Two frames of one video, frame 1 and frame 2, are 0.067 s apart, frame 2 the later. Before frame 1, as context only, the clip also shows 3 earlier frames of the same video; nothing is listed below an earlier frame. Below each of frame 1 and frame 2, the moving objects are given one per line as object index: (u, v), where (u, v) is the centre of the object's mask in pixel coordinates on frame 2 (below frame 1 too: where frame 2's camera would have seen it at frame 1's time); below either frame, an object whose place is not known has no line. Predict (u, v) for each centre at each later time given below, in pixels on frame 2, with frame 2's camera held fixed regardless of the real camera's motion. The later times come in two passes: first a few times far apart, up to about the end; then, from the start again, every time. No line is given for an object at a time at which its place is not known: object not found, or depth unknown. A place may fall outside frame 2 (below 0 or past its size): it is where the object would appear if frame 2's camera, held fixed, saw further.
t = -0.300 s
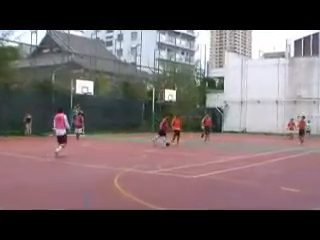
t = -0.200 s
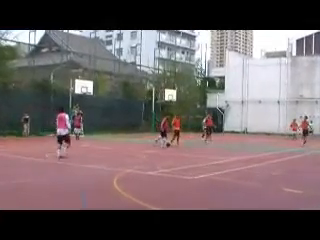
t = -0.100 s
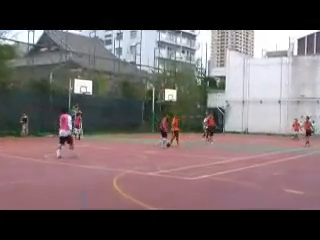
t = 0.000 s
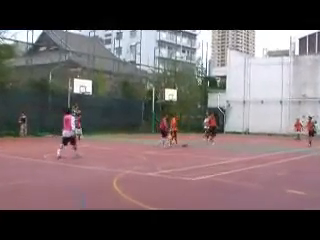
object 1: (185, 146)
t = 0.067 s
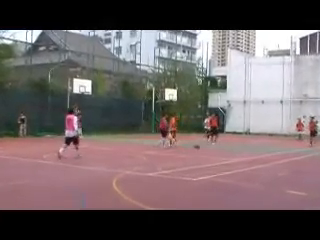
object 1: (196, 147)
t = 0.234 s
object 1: (223, 148)
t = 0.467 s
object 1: (255, 150)
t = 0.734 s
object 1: (288, 151)
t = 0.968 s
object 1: (319, 152)
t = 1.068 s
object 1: (332, 153)
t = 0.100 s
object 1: (202, 147)
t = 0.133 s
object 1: (208, 148)
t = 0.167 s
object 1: (213, 148)
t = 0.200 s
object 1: (218, 148)
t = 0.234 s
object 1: (223, 148)
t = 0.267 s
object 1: (228, 148)
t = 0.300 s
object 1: (233, 149)
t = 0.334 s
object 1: (237, 149)
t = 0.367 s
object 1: (242, 149)
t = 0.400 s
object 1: (247, 149)
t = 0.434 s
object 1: (251, 149)
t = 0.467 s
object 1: (255, 150)
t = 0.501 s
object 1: (259, 150)
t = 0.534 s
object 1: (263, 150)
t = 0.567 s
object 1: (268, 150)
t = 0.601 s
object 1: (272, 150)
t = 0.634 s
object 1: (276, 150)
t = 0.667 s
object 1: (280, 150)
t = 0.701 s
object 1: (284, 151)
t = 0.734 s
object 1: (288, 151)
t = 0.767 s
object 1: (293, 151)
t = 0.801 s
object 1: (297, 151)
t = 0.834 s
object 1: (301, 152)
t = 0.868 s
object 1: (305, 152)
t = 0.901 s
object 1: (310, 152)
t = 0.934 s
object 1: (314, 152)
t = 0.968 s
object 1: (319, 152)
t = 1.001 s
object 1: (323, 153)
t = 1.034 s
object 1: (328, 153)
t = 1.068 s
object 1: (332, 153)
